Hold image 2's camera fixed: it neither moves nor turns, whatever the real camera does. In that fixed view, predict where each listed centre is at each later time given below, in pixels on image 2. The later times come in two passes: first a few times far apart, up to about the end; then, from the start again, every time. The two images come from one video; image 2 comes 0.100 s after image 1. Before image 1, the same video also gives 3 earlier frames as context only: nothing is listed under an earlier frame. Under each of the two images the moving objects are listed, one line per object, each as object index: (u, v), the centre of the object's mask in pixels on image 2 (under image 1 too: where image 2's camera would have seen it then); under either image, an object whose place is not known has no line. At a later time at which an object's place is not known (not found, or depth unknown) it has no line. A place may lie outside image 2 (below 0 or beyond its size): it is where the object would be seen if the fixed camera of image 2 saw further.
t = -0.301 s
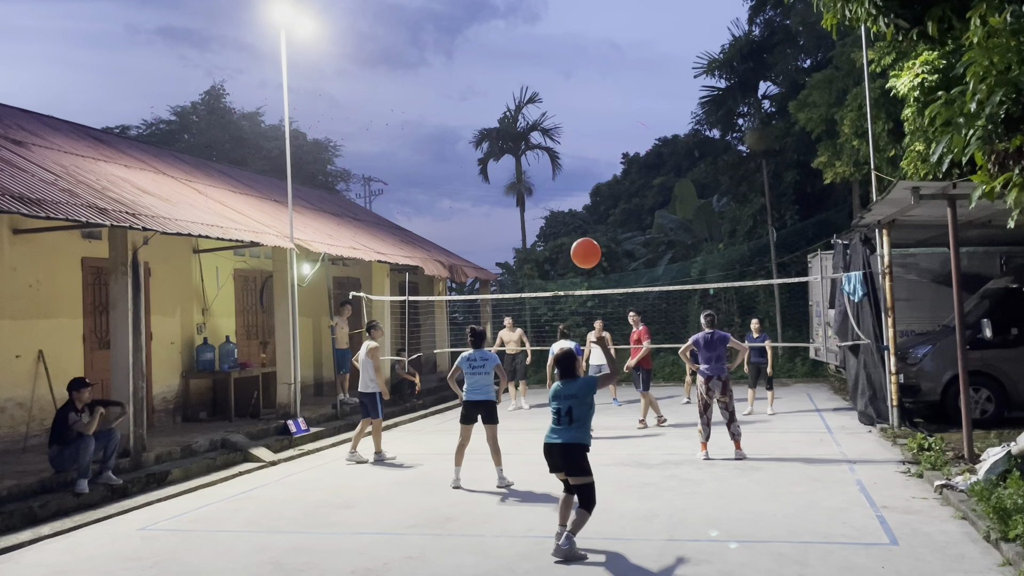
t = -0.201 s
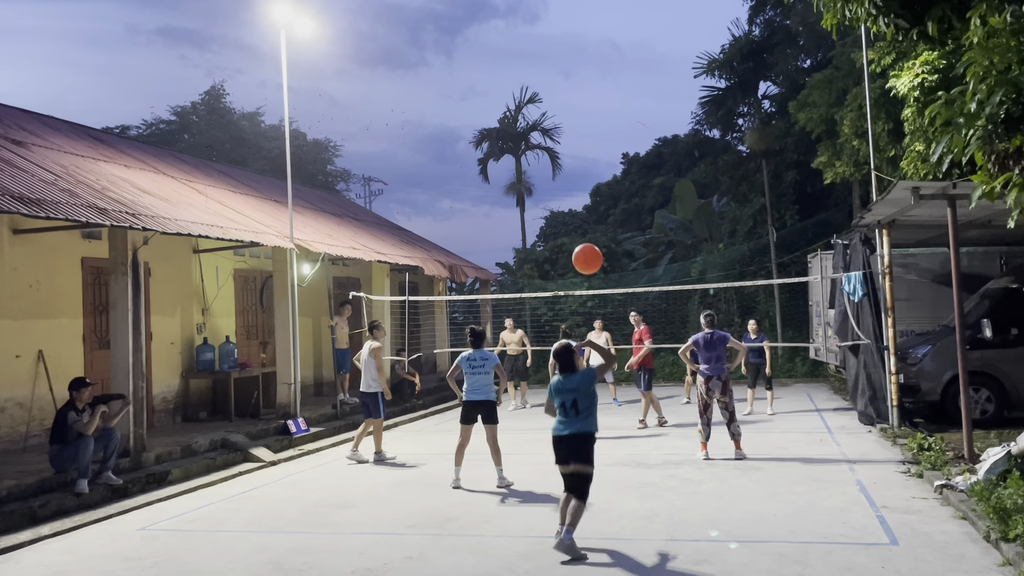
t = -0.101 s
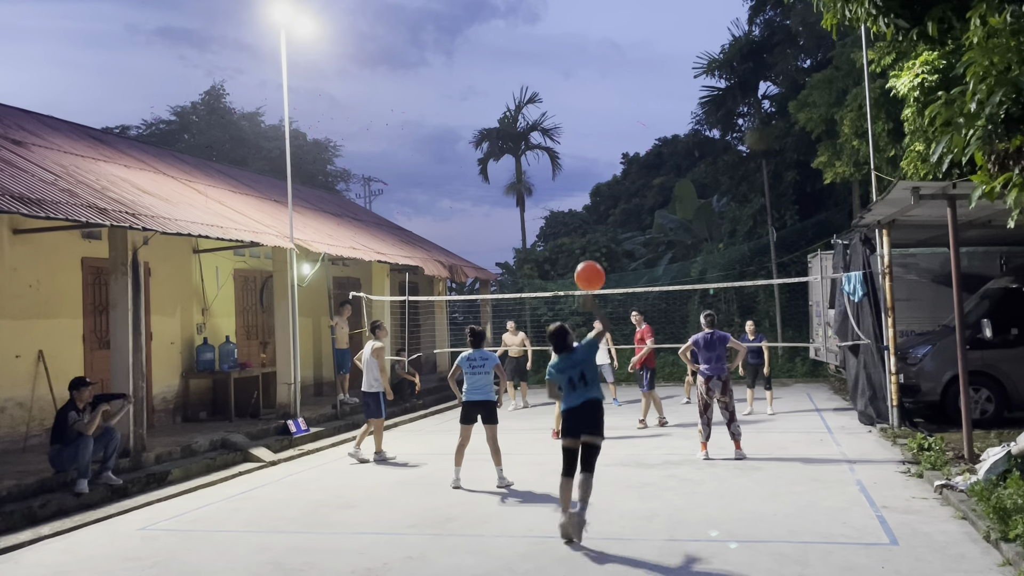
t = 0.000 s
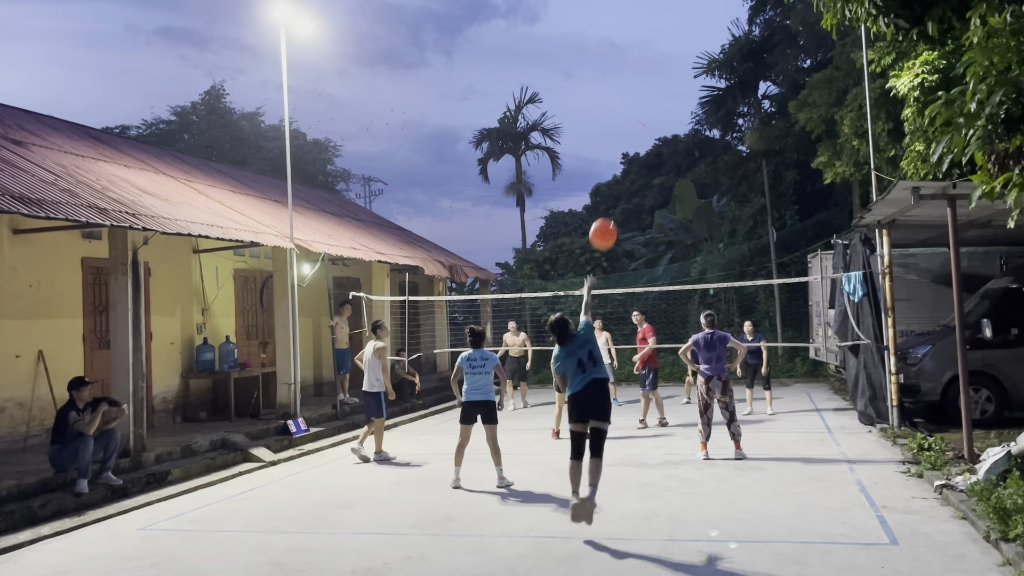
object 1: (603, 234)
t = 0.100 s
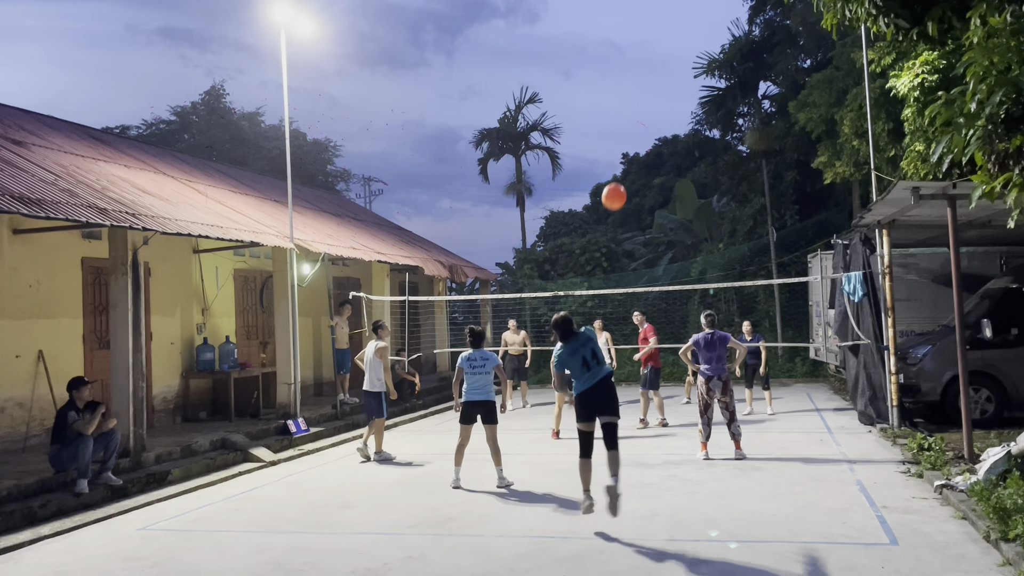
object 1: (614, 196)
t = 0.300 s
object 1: (629, 166)
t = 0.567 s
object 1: (641, 182)
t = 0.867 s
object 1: (652, 245)
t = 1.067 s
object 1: (659, 302)
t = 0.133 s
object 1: (617, 188)
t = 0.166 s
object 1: (619, 181)
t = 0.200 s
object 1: (622, 175)
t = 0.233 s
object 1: (625, 171)
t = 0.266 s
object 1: (627, 168)
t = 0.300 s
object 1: (629, 166)
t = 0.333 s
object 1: (631, 165)
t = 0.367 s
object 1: (632, 166)
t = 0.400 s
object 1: (634, 166)
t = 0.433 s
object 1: (635, 168)
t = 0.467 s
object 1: (637, 171)
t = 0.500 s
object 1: (638, 174)
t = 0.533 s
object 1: (639, 178)
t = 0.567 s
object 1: (641, 182)
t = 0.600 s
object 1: (642, 188)
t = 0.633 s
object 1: (644, 193)
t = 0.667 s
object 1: (645, 199)
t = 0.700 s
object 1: (646, 206)
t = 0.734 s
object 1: (647, 213)
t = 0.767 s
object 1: (649, 220)
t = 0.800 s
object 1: (650, 228)
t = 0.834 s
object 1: (651, 236)
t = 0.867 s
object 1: (652, 245)
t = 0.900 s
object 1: (653, 254)
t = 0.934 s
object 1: (654, 263)
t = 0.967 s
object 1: (655, 272)
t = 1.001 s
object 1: (657, 281)
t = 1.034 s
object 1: (658, 292)
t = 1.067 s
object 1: (659, 302)
